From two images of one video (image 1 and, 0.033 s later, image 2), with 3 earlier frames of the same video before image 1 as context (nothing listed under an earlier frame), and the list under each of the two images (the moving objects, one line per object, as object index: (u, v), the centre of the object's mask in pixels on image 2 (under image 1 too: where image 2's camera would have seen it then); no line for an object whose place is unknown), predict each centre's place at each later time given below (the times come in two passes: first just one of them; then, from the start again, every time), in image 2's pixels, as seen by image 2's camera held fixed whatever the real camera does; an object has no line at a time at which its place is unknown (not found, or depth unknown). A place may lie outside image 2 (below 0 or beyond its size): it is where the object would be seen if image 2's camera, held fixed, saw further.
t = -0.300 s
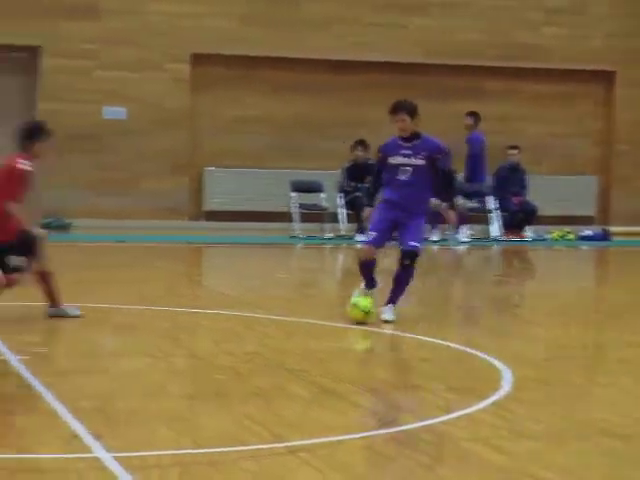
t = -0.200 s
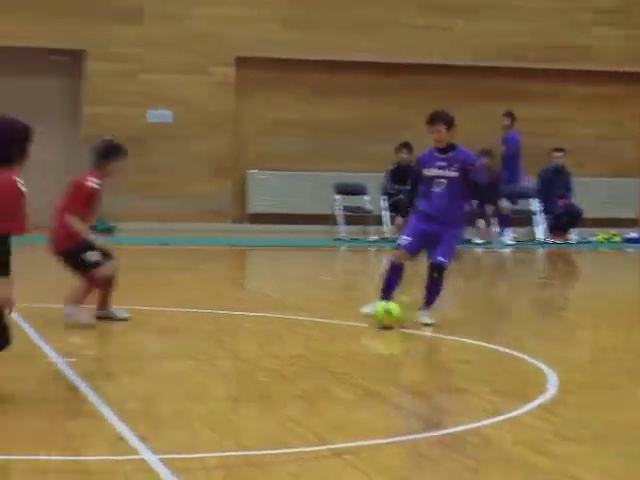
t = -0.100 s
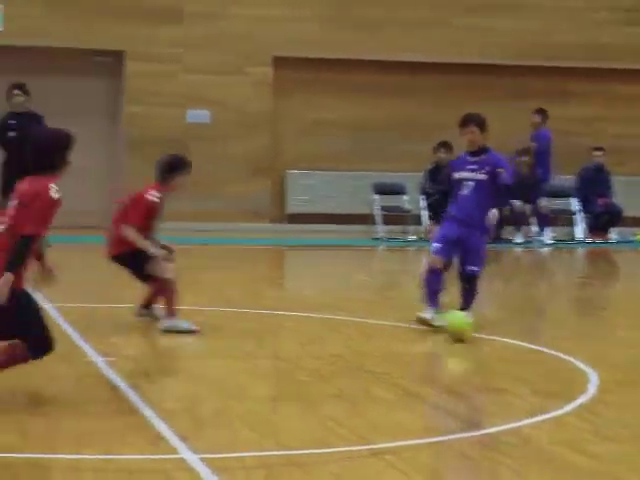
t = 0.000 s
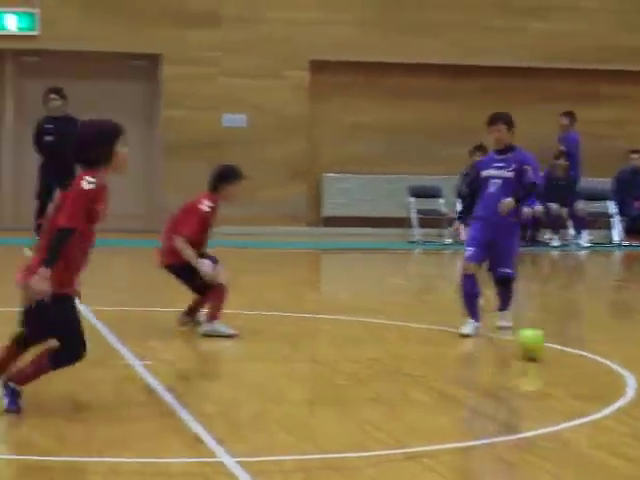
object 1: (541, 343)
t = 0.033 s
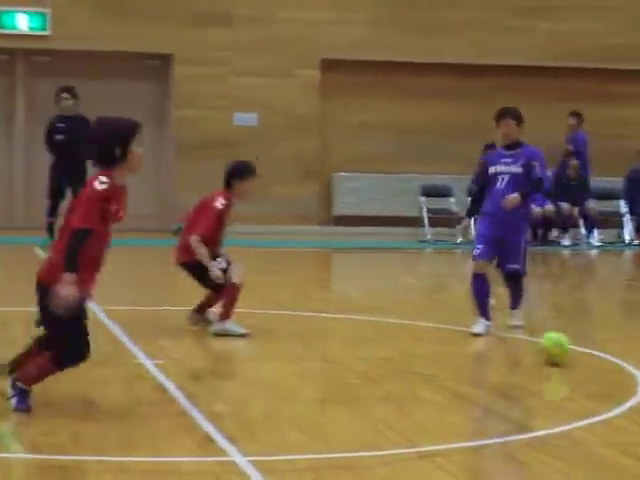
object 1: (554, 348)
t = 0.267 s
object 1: (649, 386)
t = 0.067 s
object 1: (567, 353)
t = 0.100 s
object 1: (580, 359)
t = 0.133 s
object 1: (593, 364)
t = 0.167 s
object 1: (606, 369)
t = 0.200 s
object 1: (619, 374)
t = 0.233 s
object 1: (636, 379)
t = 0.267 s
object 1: (649, 386)
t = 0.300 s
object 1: (664, 391)
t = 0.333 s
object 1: (680, 398)
